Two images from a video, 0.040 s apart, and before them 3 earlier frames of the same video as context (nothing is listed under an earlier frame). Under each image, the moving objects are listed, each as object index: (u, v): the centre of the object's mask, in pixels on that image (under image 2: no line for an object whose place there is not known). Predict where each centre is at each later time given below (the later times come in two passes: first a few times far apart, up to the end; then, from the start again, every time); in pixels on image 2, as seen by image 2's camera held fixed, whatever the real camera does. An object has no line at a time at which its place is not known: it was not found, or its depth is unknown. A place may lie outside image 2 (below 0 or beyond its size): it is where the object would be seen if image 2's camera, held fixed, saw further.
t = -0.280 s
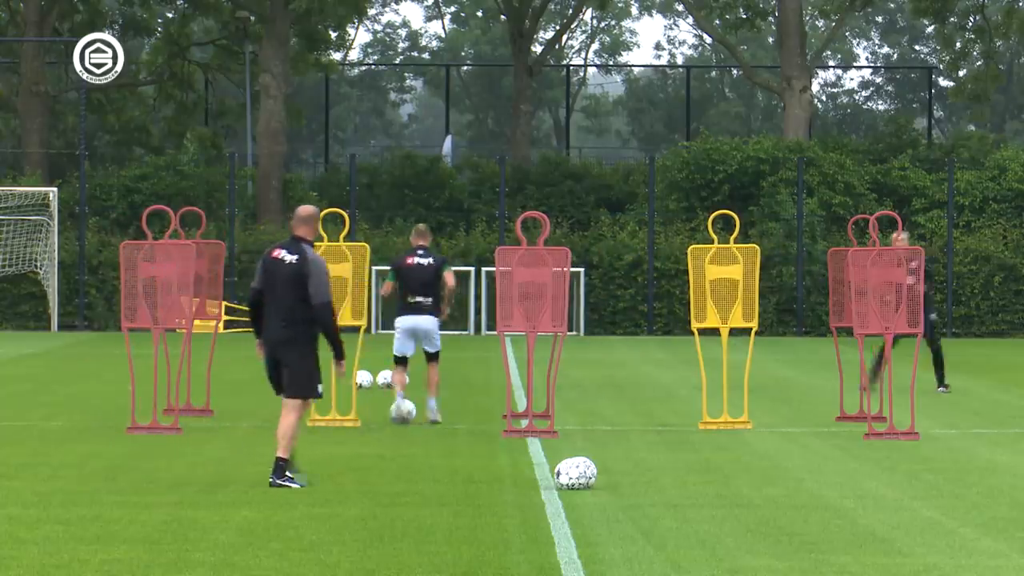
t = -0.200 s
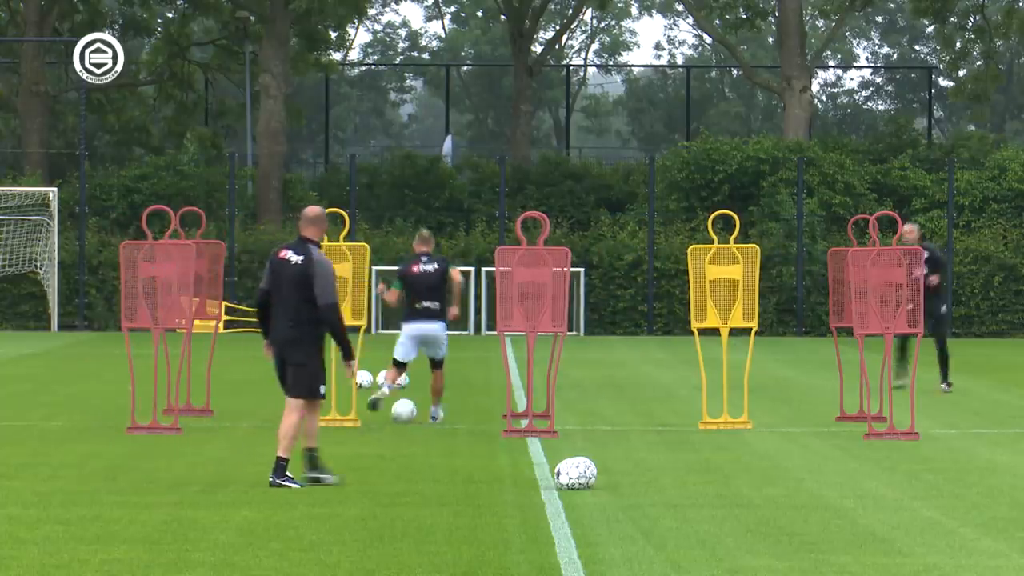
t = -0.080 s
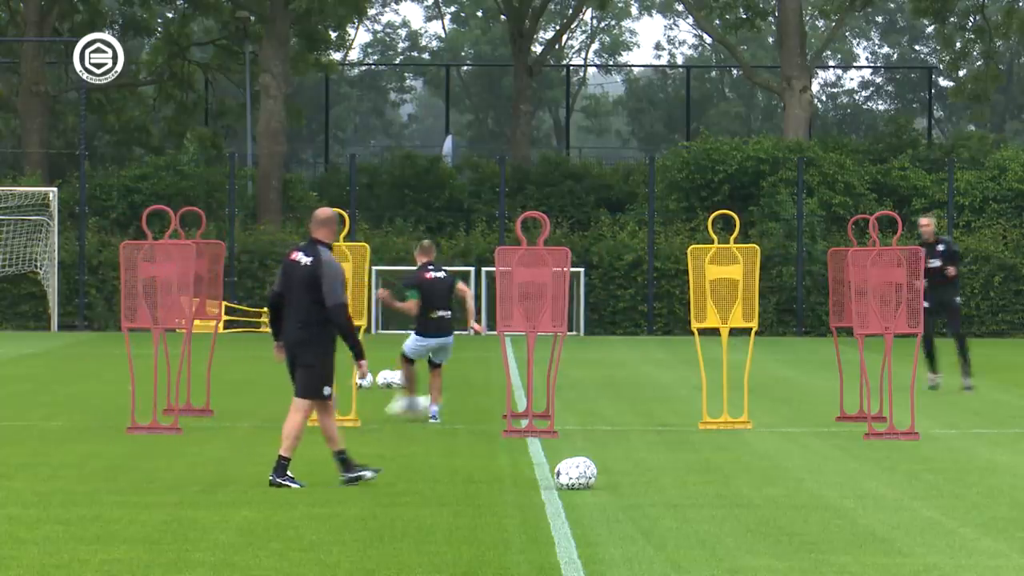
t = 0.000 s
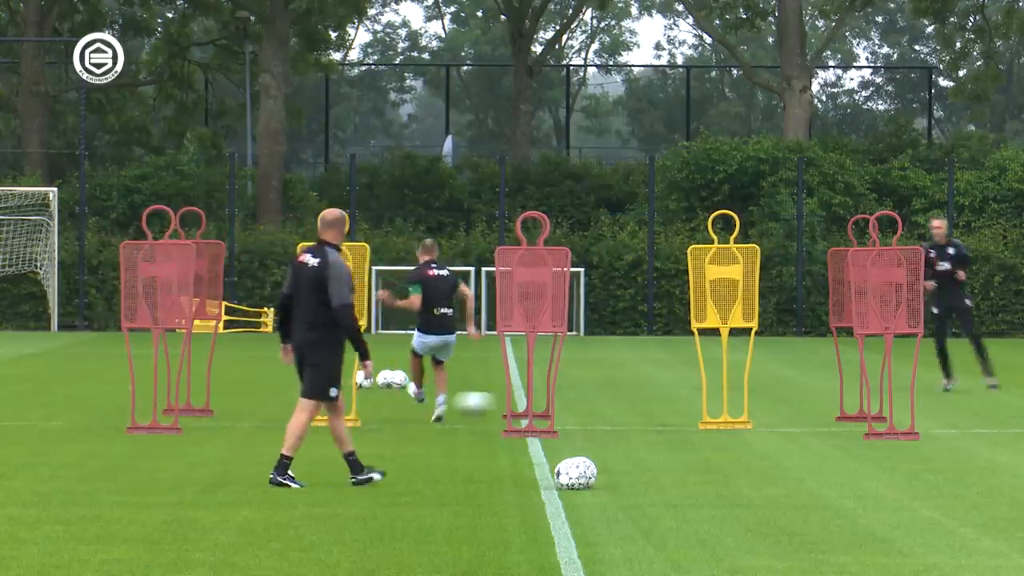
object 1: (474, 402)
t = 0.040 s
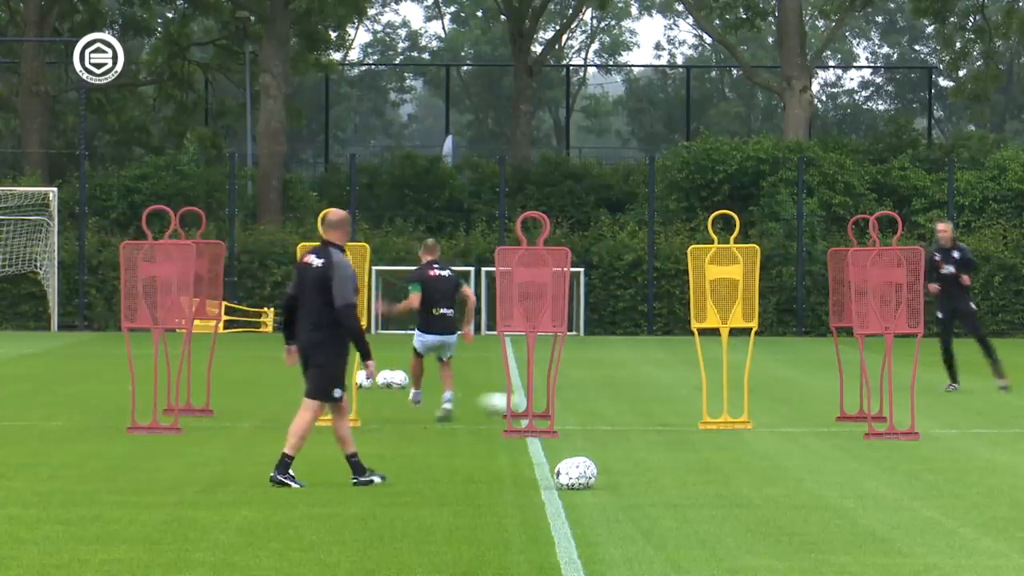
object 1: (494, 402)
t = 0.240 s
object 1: (611, 396)
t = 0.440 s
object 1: (706, 390)
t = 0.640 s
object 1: (784, 385)
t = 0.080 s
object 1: (525, 400)
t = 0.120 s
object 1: (546, 398)
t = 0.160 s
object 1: (570, 397)
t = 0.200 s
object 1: (591, 396)
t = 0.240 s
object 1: (611, 396)
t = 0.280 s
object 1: (632, 394)
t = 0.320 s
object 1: (651, 392)
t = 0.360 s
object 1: (671, 392)
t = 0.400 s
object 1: (687, 392)
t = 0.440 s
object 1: (706, 390)
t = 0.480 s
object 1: (723, 388)
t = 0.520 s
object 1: (740, 387)
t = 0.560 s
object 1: (758, 388)
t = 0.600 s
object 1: (770, 387)
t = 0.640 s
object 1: (784, 385)
